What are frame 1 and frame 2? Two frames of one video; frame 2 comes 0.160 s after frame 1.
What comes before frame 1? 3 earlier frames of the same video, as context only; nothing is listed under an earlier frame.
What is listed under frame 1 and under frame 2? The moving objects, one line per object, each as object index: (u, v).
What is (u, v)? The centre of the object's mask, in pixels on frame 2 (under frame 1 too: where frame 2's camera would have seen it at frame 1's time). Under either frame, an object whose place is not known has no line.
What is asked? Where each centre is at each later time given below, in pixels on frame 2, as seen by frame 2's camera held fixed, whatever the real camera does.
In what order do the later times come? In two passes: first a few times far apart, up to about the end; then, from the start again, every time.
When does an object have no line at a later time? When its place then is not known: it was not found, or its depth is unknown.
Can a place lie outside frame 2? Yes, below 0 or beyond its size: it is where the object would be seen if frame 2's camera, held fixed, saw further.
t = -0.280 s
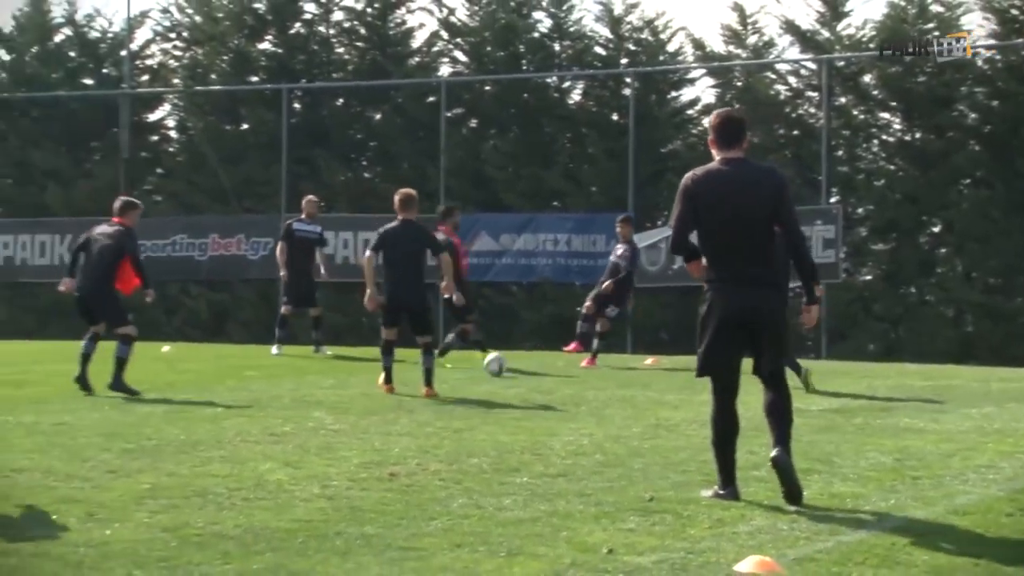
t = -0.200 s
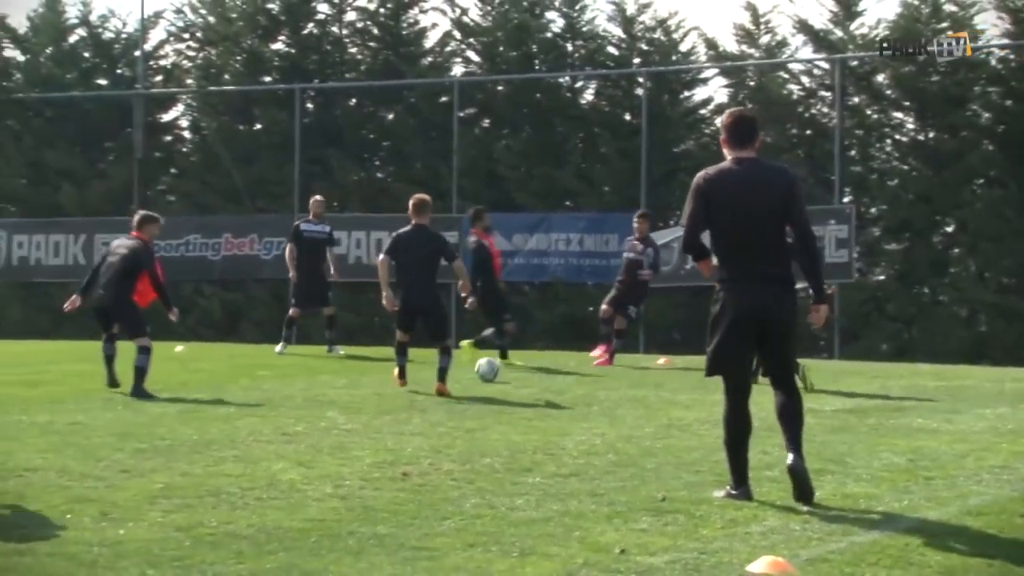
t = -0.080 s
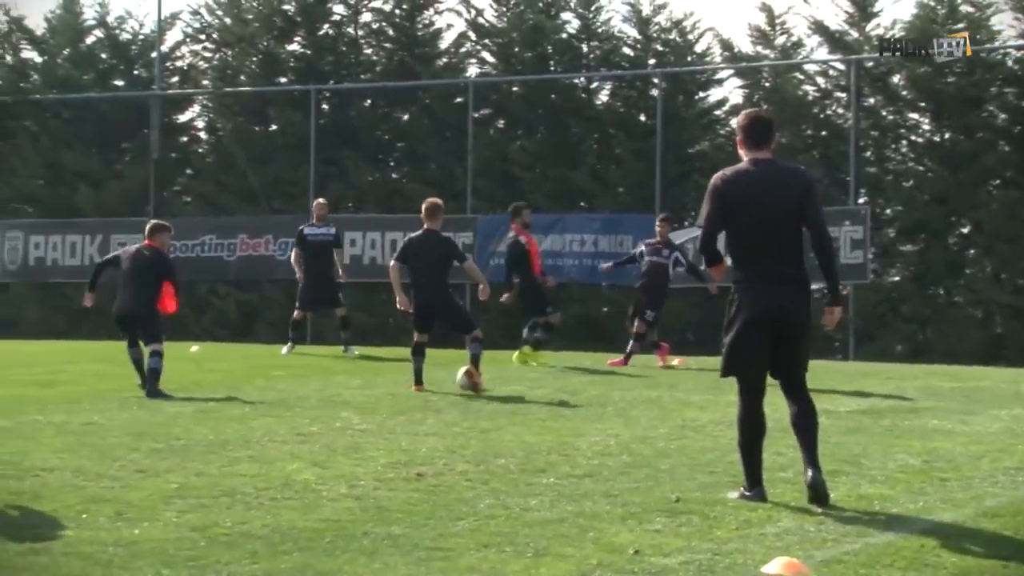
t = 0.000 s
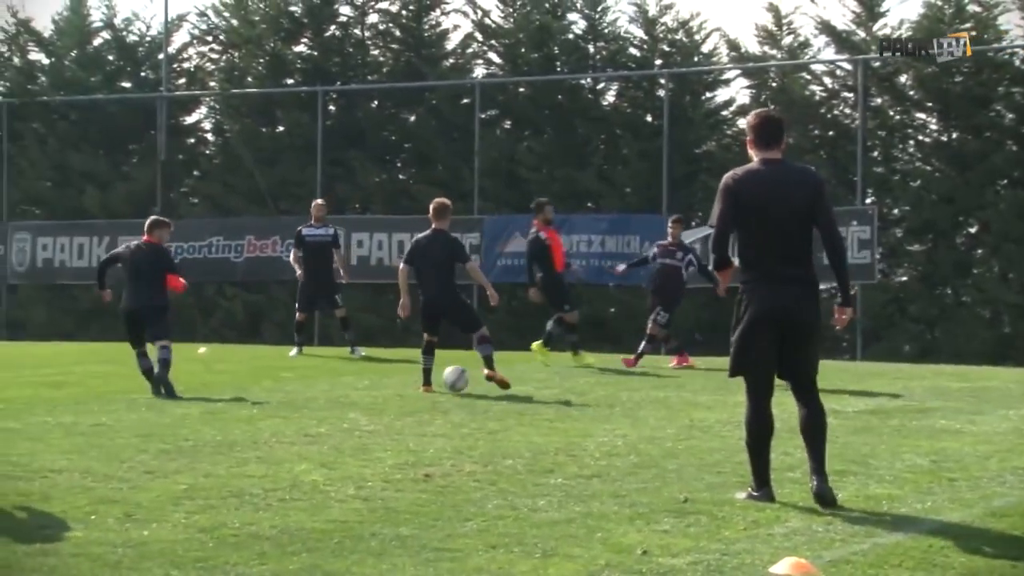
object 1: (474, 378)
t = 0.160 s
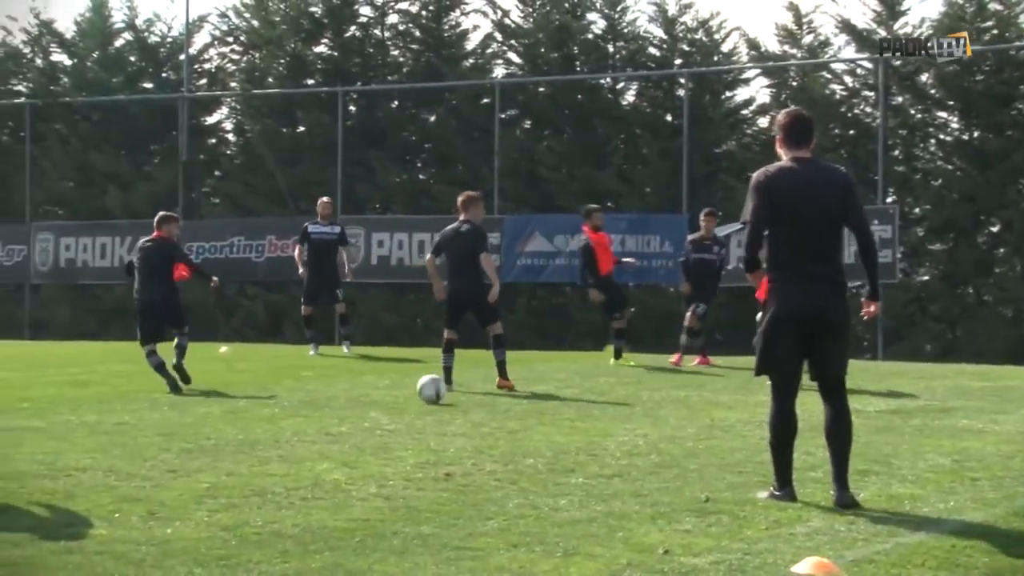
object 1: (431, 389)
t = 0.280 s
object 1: (400, 394)
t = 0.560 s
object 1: (325, 415)
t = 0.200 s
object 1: (421, 388)
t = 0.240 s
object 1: (411, 389)
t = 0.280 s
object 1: (400, 394)
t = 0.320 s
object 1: (390, 399)
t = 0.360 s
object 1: (379, 402)
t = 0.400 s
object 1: (369, 399)
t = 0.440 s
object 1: (359, 399)
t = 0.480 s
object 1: (348, 402)
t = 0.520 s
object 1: (337, 408)
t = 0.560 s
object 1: (325, 415)
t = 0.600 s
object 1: (313, 414)
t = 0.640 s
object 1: (302, 414)
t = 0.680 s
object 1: (289, 417)
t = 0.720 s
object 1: (277, 423)
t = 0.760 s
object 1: (264, 429)
